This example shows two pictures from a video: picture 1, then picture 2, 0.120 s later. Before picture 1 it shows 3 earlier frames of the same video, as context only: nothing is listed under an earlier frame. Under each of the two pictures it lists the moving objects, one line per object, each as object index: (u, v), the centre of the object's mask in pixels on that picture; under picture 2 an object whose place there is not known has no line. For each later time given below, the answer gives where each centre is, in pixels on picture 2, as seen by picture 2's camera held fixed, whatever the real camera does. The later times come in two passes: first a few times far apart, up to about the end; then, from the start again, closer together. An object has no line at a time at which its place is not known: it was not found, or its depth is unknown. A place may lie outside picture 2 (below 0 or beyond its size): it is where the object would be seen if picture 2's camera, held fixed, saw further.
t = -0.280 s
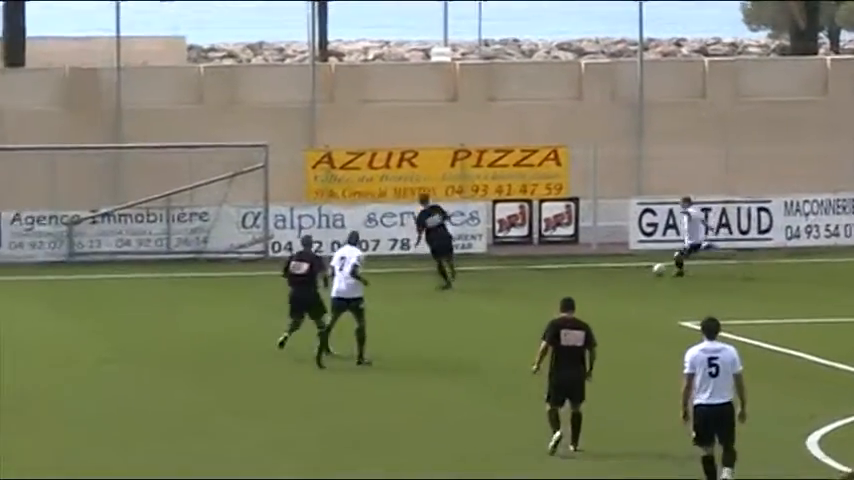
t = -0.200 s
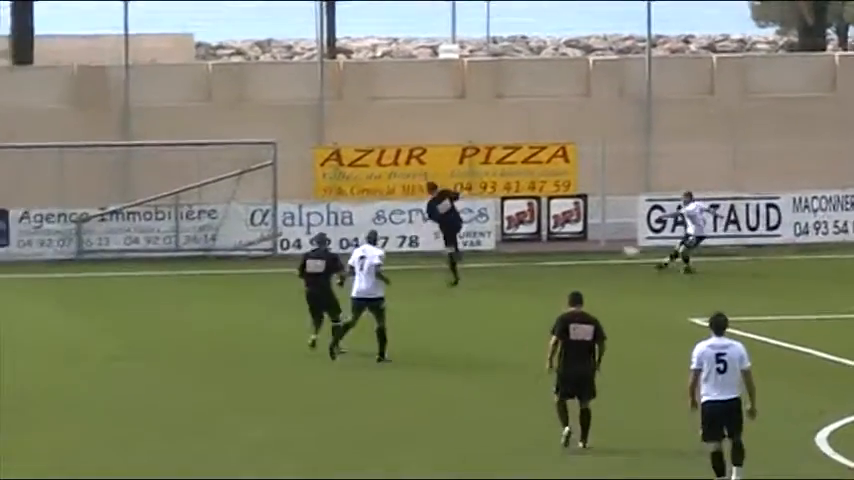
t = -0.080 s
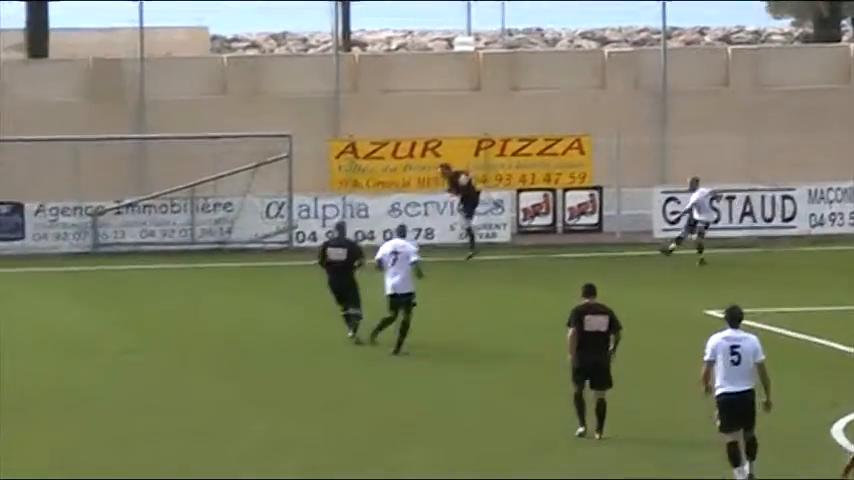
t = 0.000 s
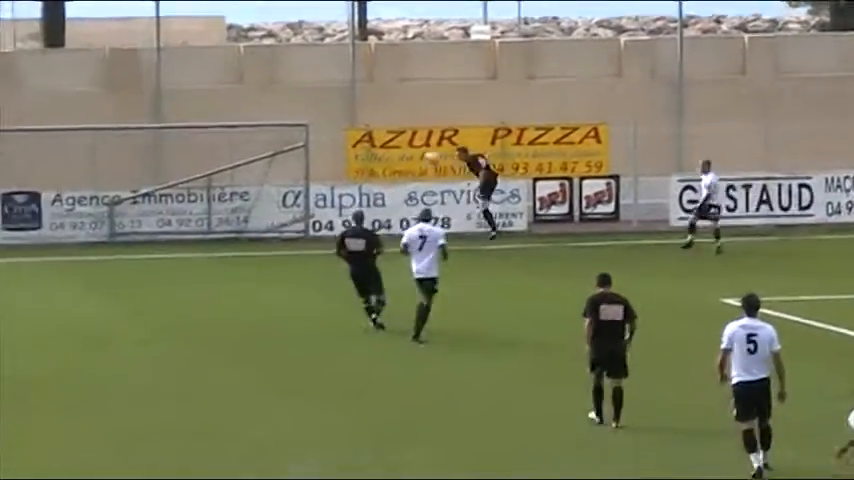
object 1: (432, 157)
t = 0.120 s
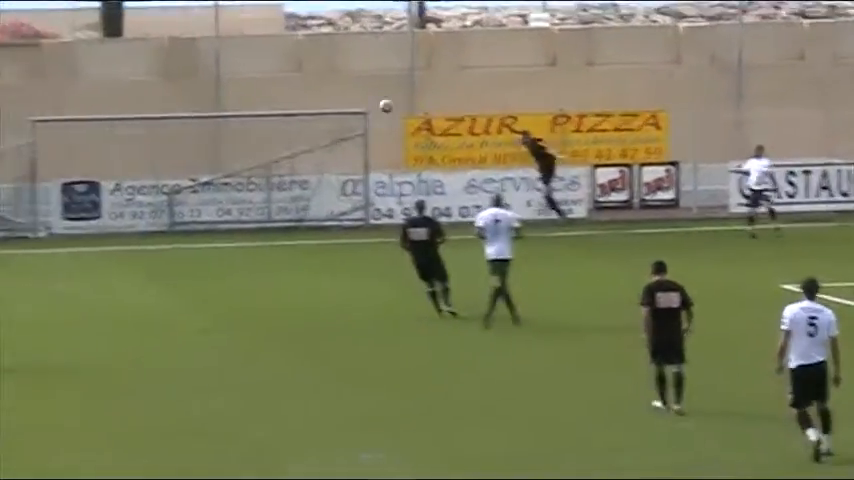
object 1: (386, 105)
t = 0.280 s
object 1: (240, 57)
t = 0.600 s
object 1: (-50, -13)
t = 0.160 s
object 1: (349, 92)
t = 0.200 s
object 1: (312, 80)
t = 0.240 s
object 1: (275, 68)
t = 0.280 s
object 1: (240, 57)
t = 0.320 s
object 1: (205, 46)
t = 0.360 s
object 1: (170, 35)
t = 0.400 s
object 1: (134, 26)
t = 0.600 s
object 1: (-50, -13)
